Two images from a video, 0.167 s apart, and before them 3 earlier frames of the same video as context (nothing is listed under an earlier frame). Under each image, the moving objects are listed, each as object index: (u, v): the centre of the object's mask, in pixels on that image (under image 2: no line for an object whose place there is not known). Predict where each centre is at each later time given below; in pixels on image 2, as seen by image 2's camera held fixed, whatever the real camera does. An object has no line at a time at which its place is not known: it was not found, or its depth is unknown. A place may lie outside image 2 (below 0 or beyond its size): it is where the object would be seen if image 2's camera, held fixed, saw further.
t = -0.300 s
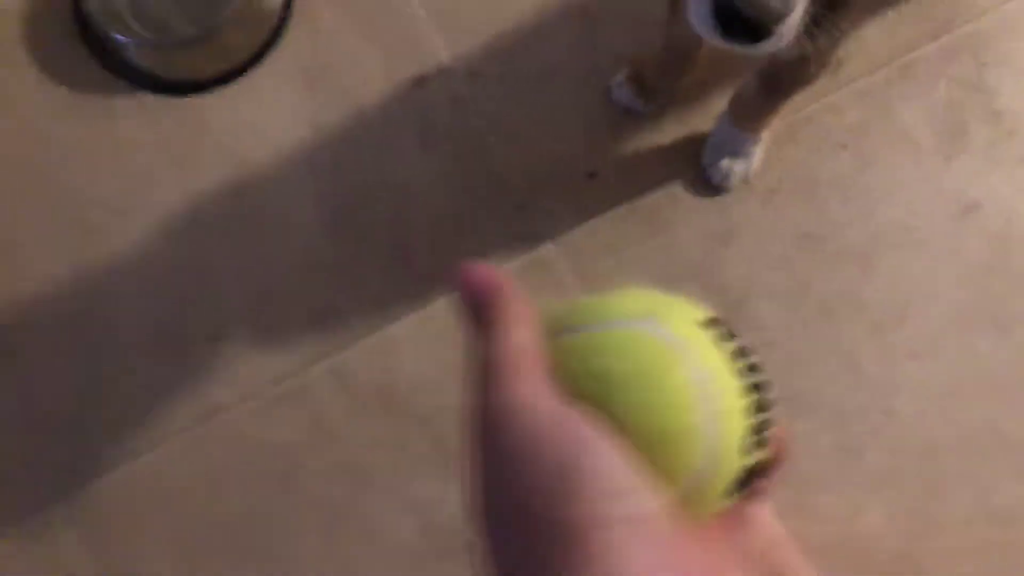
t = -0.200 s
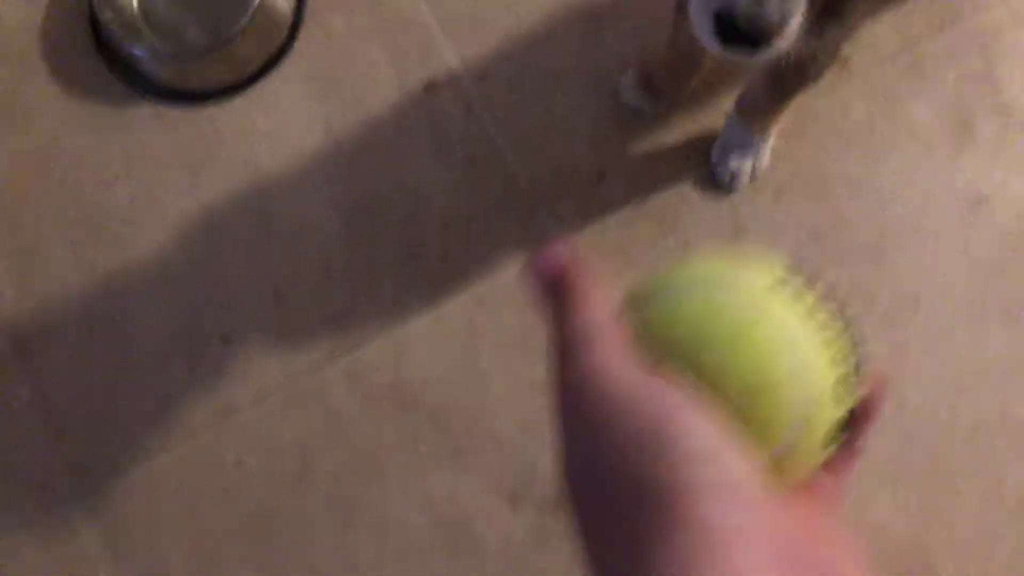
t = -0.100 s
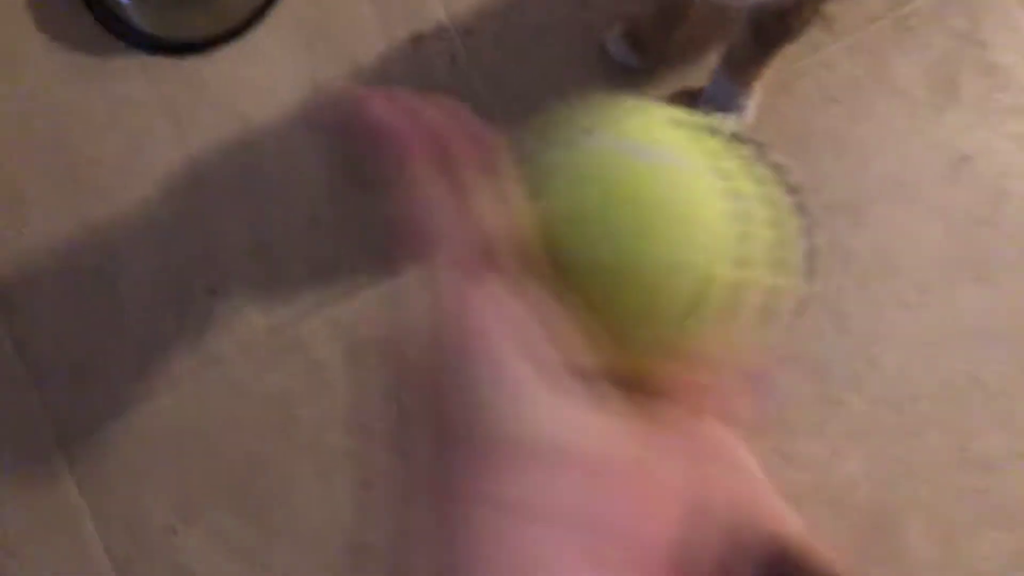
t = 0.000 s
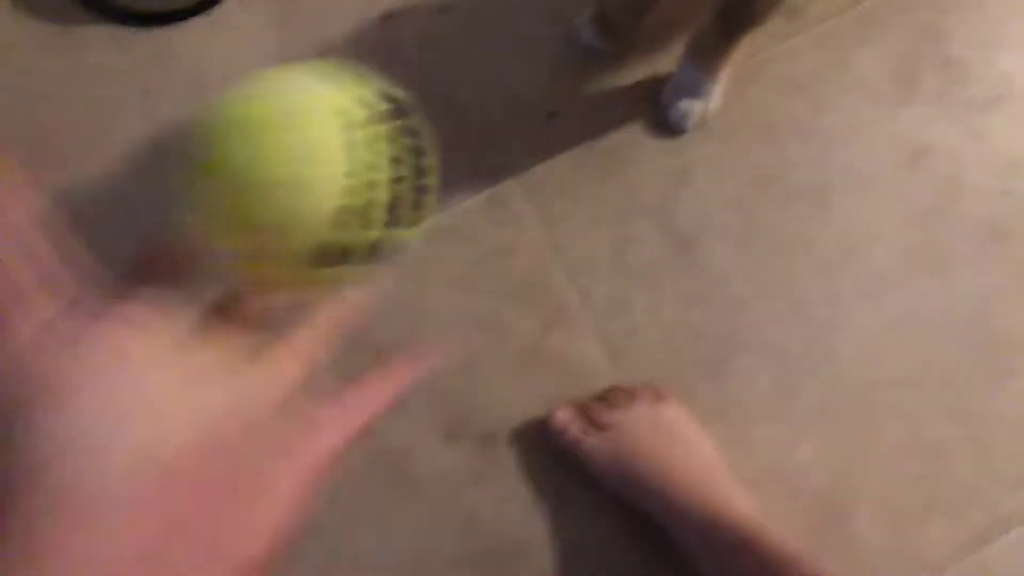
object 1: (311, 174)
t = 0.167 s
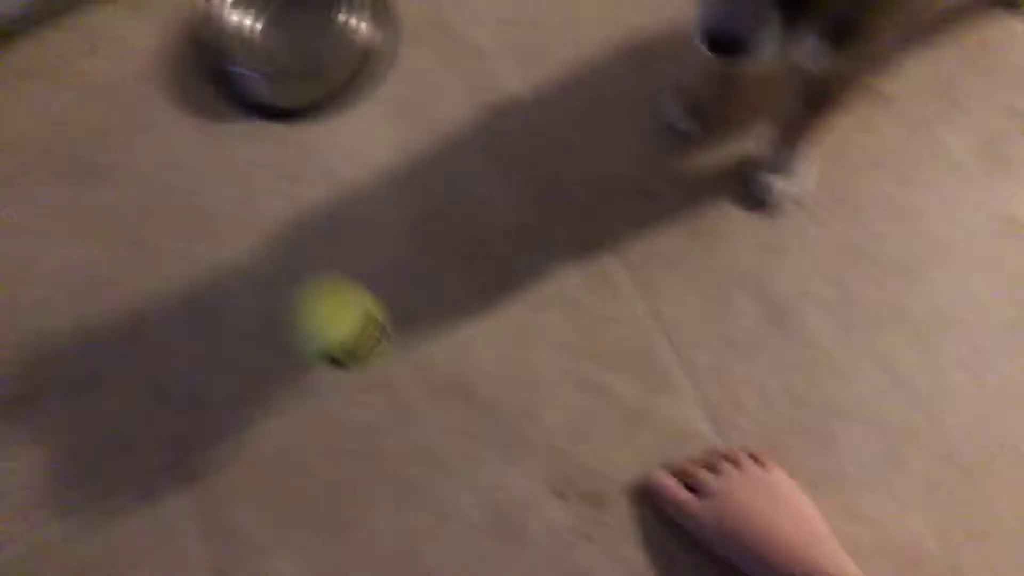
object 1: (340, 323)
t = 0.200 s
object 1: (341, 340)
